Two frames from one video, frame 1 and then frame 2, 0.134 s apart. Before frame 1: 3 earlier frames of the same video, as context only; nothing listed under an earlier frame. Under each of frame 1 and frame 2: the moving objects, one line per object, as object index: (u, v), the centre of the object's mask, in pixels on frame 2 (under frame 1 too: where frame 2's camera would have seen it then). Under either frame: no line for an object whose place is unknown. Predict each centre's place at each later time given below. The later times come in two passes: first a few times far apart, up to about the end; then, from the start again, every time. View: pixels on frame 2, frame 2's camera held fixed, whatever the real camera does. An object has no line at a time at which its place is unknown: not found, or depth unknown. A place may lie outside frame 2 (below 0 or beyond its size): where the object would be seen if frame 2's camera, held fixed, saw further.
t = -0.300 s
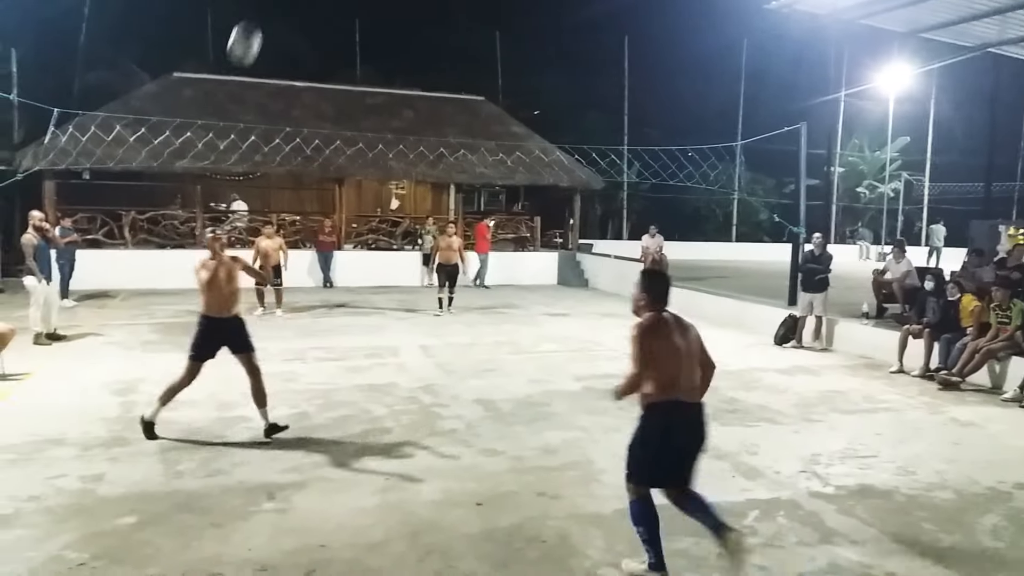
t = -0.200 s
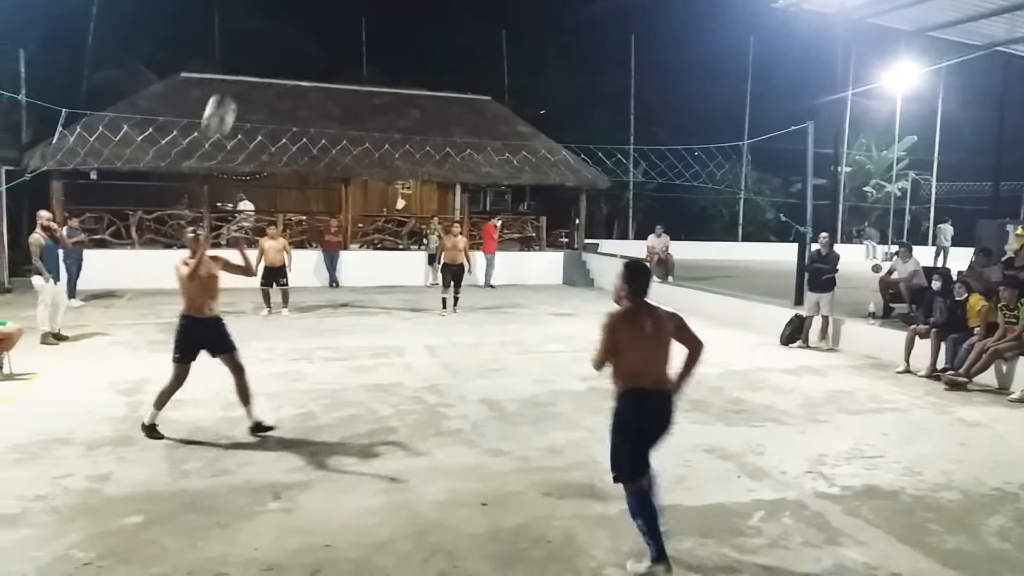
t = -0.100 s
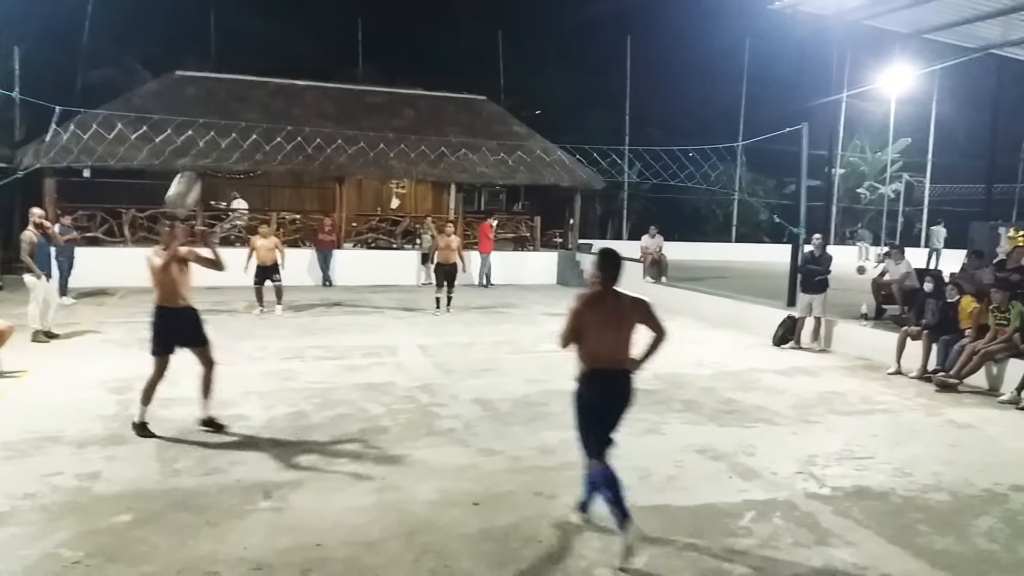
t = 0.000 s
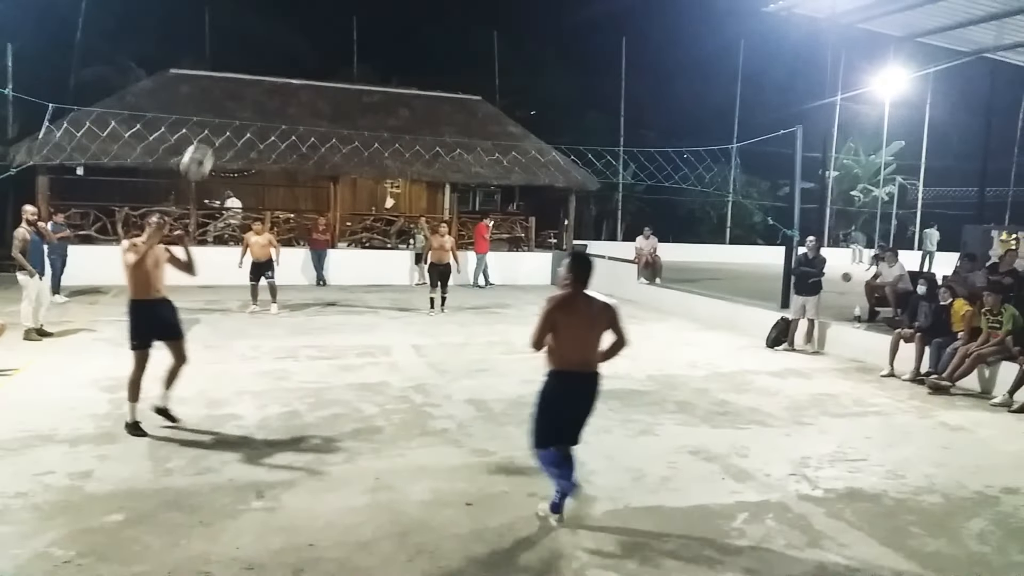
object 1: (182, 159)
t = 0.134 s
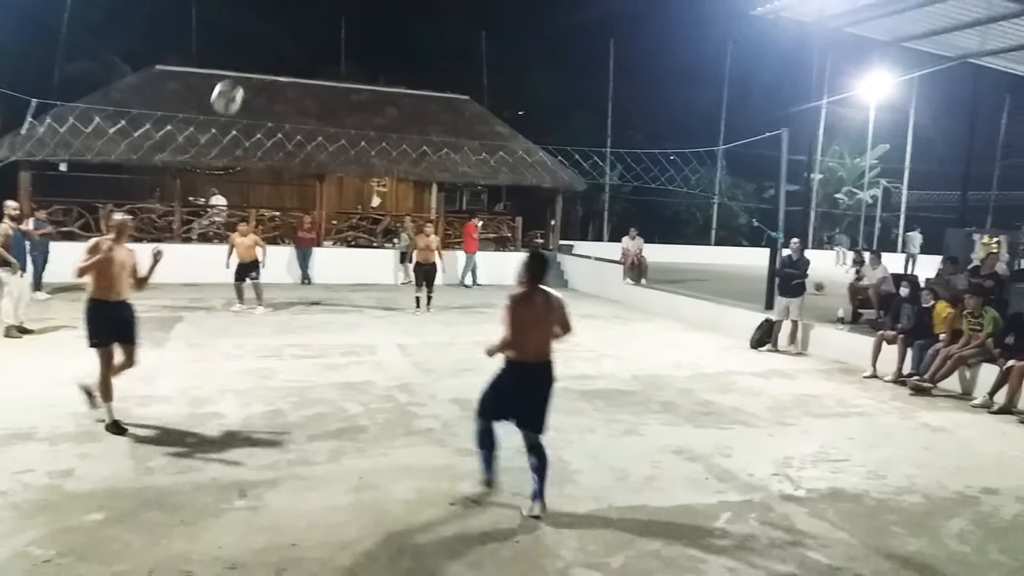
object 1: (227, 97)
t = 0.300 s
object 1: (281, 51)
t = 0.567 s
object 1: (366, 46)
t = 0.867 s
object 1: (456, 147)
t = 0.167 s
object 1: (237, 86)
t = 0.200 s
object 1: (248, 75)
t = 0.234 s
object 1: (259, 65)
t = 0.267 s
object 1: (270, 58)
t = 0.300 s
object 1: (281, 51)
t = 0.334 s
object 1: (292, 45)
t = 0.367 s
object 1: (302, 41)
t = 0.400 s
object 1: (313, 39)
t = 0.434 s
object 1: (324, 37)
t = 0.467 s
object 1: (334, 37)
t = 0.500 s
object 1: (345, 39)
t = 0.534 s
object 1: (355, 42)
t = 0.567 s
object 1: (366, 46)
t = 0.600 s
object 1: (377, 52)
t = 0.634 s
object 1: (387, 59)
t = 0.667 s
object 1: (397, 67)
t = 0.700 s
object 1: (407, 76)
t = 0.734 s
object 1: (417, 88)
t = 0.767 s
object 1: (427, 101)
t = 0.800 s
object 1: (437, 115)
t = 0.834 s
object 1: (446, 130)
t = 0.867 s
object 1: (456, 147)
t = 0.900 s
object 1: (465, 165)
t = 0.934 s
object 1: (474, 182)
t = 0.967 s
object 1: (483, 202)
